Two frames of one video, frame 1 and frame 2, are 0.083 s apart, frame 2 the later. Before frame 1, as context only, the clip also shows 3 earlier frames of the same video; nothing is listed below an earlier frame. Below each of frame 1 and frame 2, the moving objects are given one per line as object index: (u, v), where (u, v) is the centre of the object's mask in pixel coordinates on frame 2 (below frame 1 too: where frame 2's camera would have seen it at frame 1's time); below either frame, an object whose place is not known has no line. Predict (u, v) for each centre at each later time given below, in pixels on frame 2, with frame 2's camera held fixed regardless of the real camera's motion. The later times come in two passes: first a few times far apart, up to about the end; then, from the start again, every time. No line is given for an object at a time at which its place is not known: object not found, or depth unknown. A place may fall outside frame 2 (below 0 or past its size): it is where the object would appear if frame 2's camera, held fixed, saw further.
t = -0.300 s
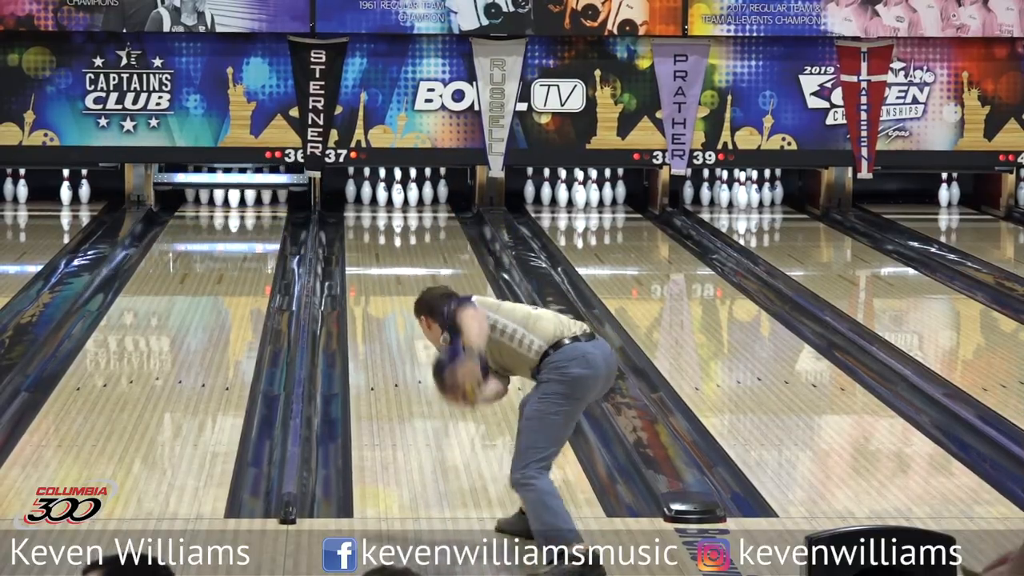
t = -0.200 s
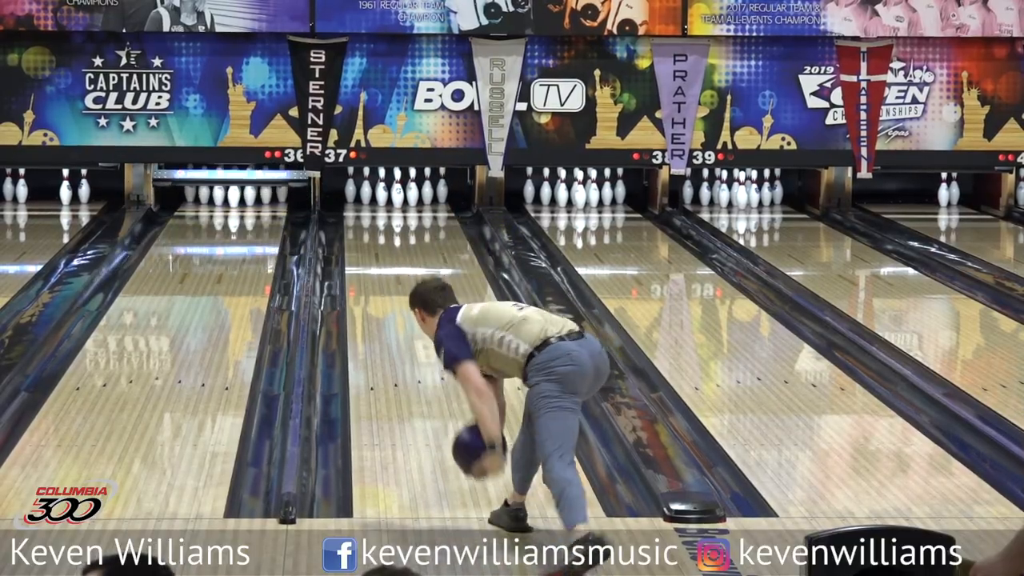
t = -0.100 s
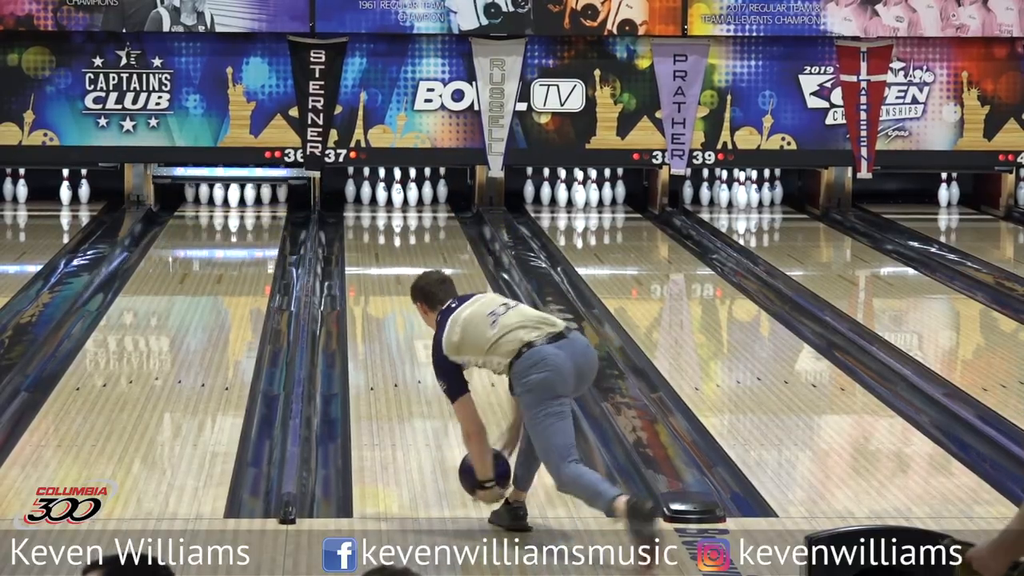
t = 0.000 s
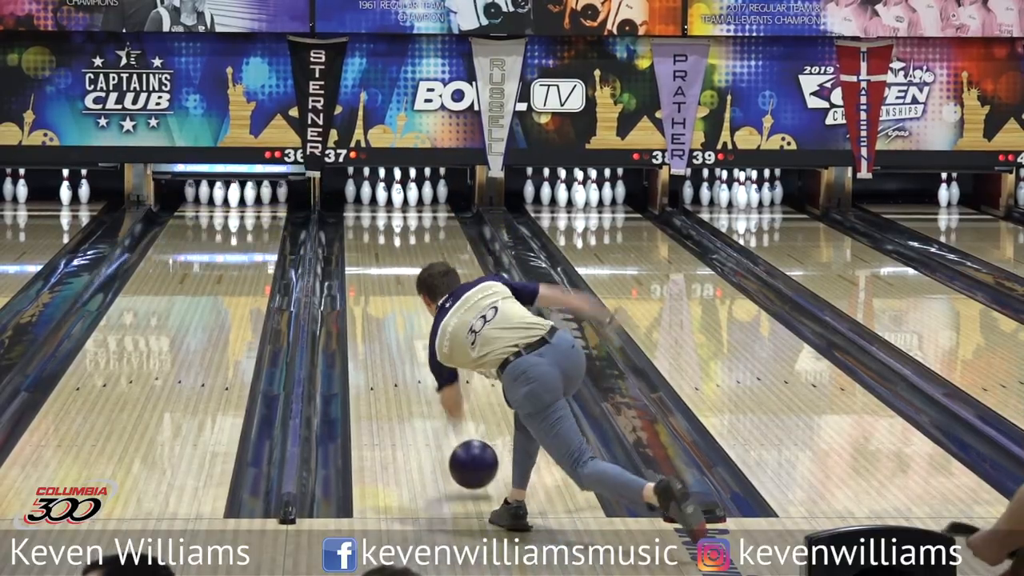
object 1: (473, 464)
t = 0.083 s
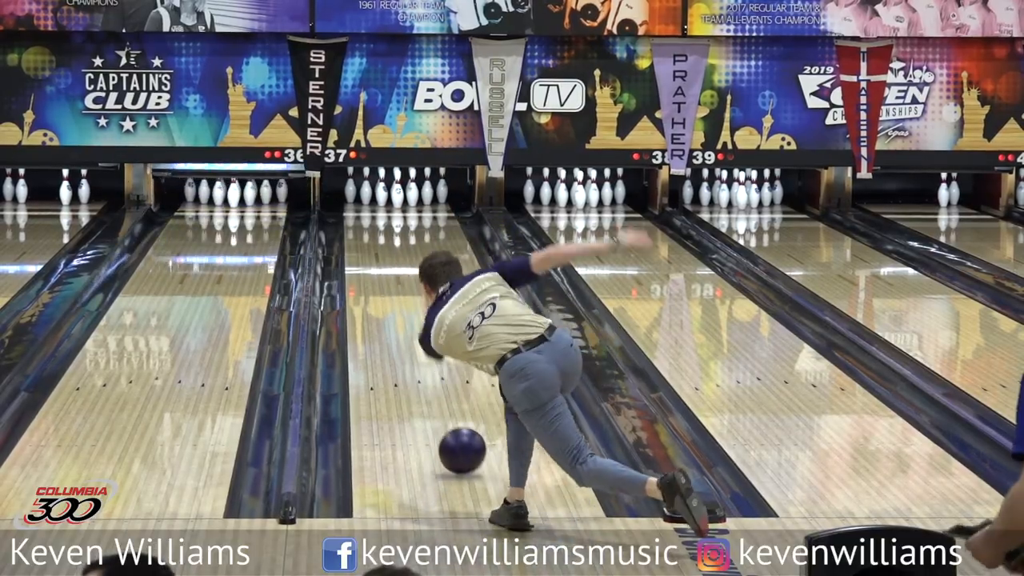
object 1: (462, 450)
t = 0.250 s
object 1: (442, 417)
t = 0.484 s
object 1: (420, 376)
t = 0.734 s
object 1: (402, 339)
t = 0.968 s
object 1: (388, 311)
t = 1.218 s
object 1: (377, 285)
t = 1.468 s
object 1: (368, 263)
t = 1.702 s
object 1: (363, 246)
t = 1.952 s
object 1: (362, 229)
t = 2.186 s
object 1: (368, 216)
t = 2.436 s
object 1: (379, 204)
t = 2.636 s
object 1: (389, 197)
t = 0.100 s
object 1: (460, 446)
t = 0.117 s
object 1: (458, 443)
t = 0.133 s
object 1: (456, 440)
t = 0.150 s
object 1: (454, 438)
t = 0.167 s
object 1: (452, 434)
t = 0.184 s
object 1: (450, 430)
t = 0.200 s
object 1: (448, 427)
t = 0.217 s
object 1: (446, 424)
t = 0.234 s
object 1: (444, 420)
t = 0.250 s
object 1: (442, 417)
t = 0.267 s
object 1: (441, 414)
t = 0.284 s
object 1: (439, 411)
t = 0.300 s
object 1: (437, 408)
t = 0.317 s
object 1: (436, 405)
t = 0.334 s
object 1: (434, 401)
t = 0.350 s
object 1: (432, 398)
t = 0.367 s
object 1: (431, 396)
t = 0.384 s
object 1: (429, 393)
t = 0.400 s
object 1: (428, 390)
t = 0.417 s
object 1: (426, 387)
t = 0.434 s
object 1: (425, 384)
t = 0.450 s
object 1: (423, 381)
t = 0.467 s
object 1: (422, 378)
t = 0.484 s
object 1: (420, 376)
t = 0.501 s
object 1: (419, 373)
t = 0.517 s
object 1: (418, 370)
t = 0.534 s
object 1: (416, 368)
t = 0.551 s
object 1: (415, 365)
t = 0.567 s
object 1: (414, 363)
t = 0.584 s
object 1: (412, 360)
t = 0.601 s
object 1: (411, 358)
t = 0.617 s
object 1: (410, 355)
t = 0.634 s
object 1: (409, 353)
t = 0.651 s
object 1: (408, 351)
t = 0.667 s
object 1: (406, 348)
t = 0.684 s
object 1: (405, 346)
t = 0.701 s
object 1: (404, 344)
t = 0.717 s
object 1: (403, 341)
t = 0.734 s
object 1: (402, 339)
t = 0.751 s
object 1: (401, 337)
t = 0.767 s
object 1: (400, 335)
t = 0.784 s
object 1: (399, 333)
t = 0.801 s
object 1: (398, 331)
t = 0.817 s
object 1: (397, 329)
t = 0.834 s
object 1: (396, 327)
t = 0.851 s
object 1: (395, 325)
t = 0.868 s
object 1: (394, 323)
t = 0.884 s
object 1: (393, 321)
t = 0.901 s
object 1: (392, 319)
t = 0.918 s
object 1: (391, 317)
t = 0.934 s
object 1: (390, 315)
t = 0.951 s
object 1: (389, 313)
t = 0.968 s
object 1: (388, 311)
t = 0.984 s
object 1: (387, 309)
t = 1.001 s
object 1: (386, 307)
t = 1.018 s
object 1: (386, 306)
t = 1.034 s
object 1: (385, 304)
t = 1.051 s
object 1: (384, 302)
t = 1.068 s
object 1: (383, 300)
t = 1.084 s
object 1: (382, 298)
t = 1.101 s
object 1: (382, 297)
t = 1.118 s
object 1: (381, 295)
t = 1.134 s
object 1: (380, 293)
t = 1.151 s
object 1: (380, 292)
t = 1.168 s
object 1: (379, 290)
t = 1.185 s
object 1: (378, 288)
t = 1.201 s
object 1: (377, 287)
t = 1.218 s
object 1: (377, 285)
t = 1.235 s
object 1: (376, 284)
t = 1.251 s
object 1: (375, 282)
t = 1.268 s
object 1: (375, 281)
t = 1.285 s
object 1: (374, 279)
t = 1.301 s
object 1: (373, 278)
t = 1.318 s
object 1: (373, 276)
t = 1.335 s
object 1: (372, 275)
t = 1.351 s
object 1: (372, 273)
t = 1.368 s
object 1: (371, 272)
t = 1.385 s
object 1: (371, 270)
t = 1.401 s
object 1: (370, 269)
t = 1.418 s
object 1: (370, 268)
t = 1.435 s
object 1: (369, 266)
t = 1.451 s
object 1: (368, 265)
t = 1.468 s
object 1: (368, 263)
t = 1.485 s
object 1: (367, 262)
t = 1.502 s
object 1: (367, 261)
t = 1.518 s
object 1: (367, 259)
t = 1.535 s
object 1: (366, 258)
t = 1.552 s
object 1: (366, 257)
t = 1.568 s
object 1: (365, 256)
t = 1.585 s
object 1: (365, 254)
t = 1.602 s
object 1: (365, 253)
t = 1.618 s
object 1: (364, 252)
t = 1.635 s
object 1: (364, 251)
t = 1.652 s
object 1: (364, 249)
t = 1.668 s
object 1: (363, 248)
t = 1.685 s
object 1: (363, 247)
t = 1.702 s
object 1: (363, 246)
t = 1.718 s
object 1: (362, 245)
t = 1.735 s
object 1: (362, 244)
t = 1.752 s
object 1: (362, 243)
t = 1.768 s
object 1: (362, 241)
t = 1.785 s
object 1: (362, 240)
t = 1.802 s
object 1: (362, 239)
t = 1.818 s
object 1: (361, 238)
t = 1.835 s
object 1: (361, 237)
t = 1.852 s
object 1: (361, 236)
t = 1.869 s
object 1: (361, 235)
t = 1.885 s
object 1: (362, 233)
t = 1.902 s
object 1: (361, 232)
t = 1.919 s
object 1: (361, 231)
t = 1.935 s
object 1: (362, 230)
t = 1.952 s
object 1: (362, 229)
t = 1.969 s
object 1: (362, 229)
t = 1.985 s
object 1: (362, 228)
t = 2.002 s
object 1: (363, 226)
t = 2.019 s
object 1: (363, 225)
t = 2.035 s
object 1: (363, 224)
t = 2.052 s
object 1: (363, 223)
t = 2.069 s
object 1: (364, 222)
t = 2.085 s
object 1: (364, 221)
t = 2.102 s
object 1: (365, 221)
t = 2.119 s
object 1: (365, 220)
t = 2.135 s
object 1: (366, 219)
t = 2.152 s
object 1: (366, 218)
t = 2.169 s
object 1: (367, 217)
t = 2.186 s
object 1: (368, 216)
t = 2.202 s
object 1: (368, 215)
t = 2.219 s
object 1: (369, 214)
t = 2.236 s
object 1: (369, 214)
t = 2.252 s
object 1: (370, 213)
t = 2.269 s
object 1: (371, 212)
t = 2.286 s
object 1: (371, 211)
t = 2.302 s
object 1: (372, 210)
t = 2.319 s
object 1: (373, 210)
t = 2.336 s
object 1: (374, 209)
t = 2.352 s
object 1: (374, 208)
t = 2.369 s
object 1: (375, 207)
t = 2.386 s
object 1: (376, 206)
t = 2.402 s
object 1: (378, 206)
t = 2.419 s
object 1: (378, 205)
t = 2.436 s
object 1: (379, 204)
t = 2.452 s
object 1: (381, 204)
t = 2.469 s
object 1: (382, 202)
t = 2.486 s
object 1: (383, 202)
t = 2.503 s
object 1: (384, 201)
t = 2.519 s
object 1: (385, 201)
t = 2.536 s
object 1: (386, 200)
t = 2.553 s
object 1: (387, 199)
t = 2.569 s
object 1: (389, 199)
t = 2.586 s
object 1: (389, 198)
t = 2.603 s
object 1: (389, 198)
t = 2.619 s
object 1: (389, 197)
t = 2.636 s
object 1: (389, 197)
